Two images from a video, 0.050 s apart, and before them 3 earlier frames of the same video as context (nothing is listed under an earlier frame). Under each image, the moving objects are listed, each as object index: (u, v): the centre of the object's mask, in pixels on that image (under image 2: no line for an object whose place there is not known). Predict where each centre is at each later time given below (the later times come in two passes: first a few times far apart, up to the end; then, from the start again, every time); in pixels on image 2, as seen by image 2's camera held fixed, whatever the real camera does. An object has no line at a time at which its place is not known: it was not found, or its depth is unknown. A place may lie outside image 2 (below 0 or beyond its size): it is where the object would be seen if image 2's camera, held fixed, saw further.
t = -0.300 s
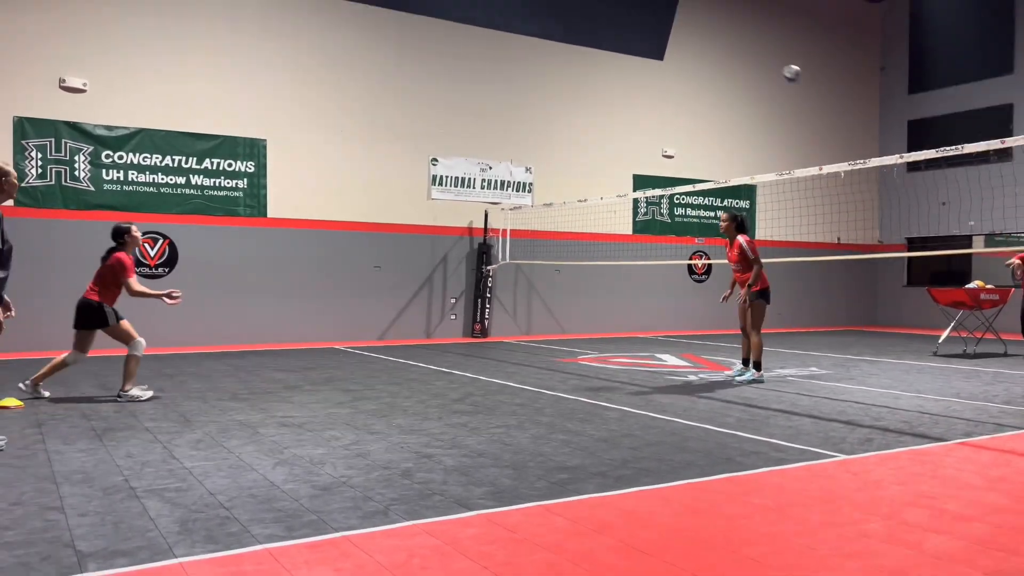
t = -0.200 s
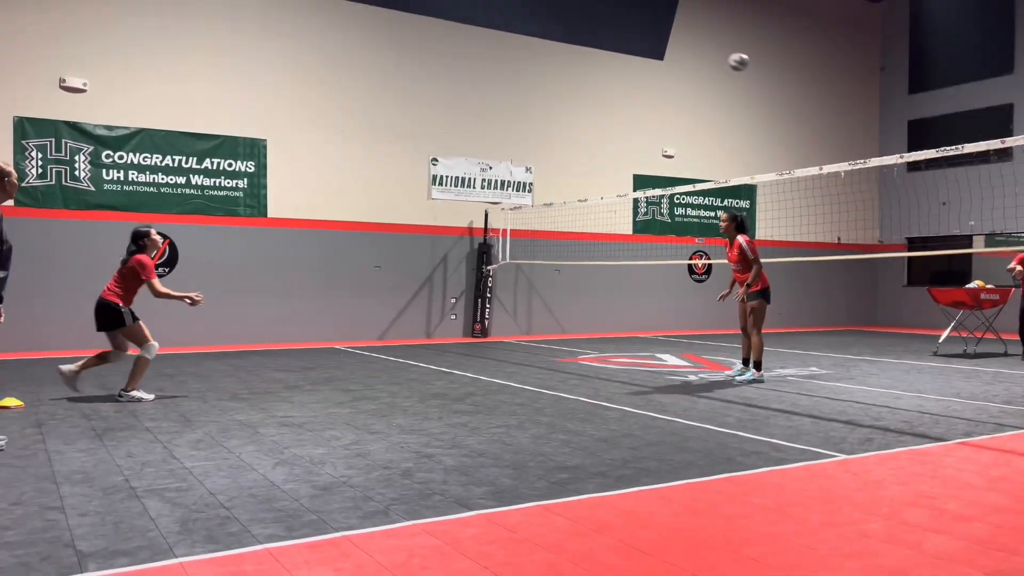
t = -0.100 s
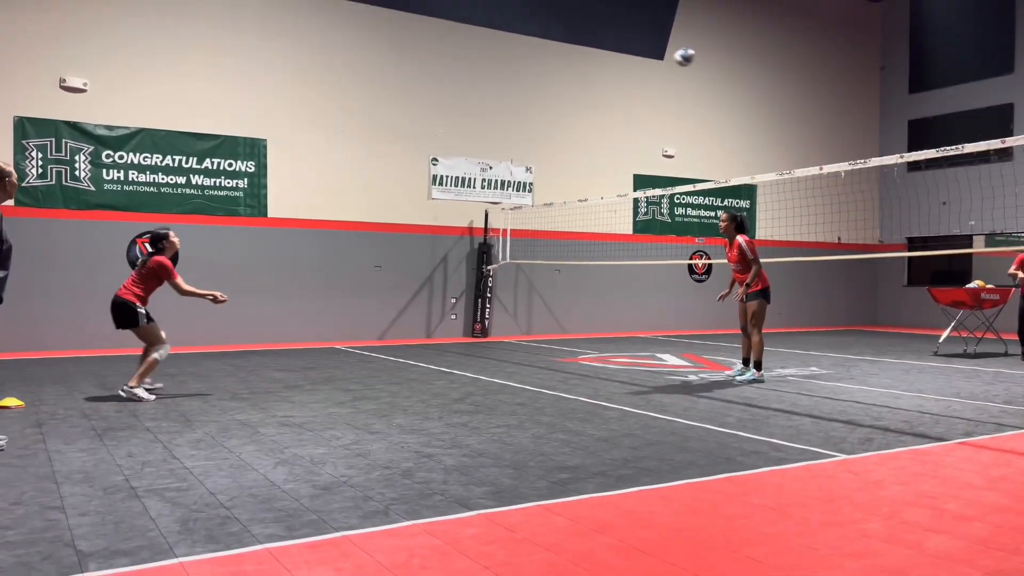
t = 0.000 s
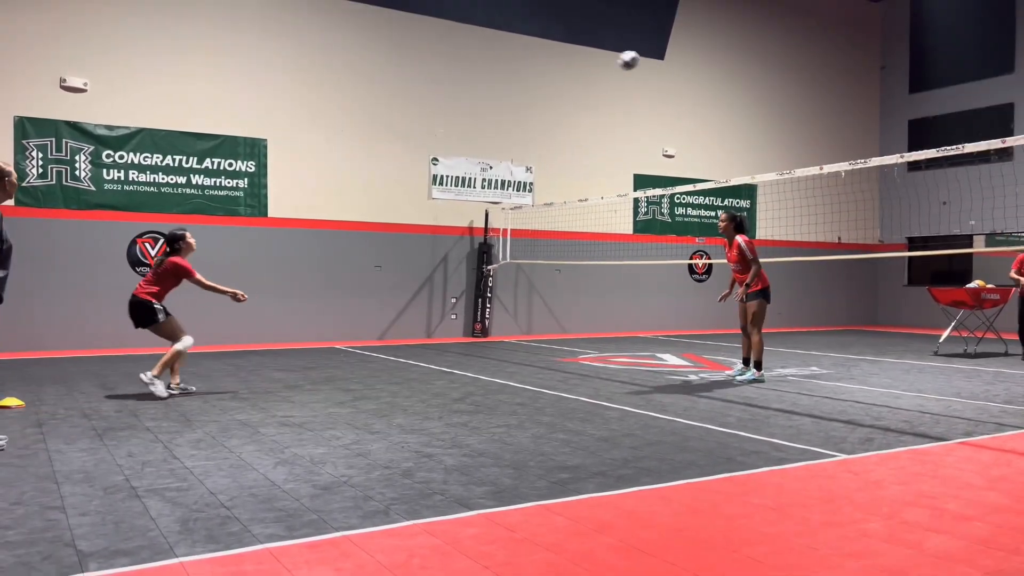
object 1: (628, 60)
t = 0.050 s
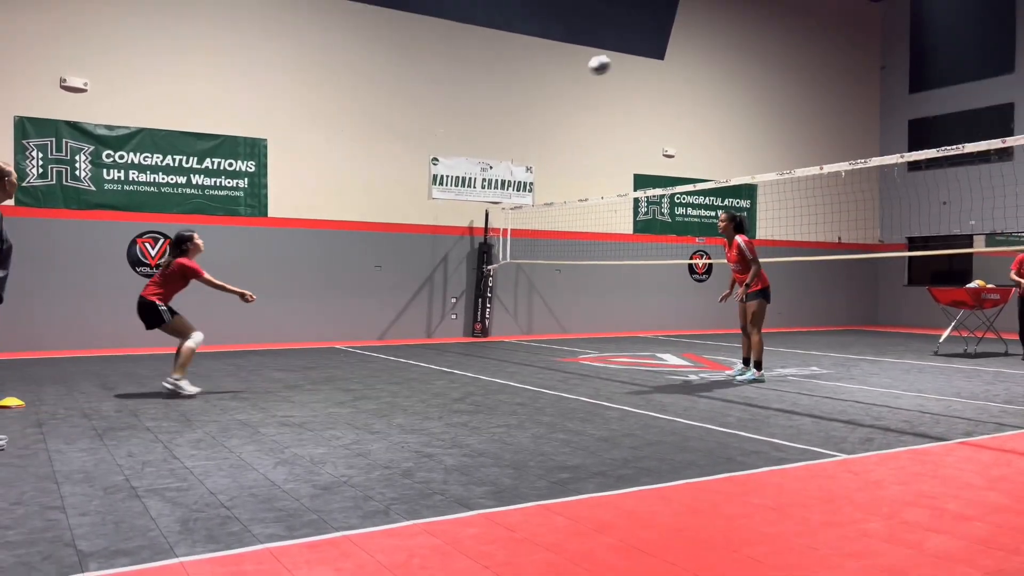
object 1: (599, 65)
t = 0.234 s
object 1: (489, 101)
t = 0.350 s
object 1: (416, 140)
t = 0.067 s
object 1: (589, 67)
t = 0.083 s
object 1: (580, 69)
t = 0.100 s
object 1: (570, 71)
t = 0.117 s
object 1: (560, 74)
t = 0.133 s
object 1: (550, 77)
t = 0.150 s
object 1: (540, 80)
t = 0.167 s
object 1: (530, 84)
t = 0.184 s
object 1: (520, 87)
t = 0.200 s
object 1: (510, 92)
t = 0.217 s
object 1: (500, 96)
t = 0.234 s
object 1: (489, 101)
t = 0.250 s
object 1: (479, 105)
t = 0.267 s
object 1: (469, 110)
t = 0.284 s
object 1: (459, 116)
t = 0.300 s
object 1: (448, 121)
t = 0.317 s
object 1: (438, 127)
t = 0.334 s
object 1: (427, 134)
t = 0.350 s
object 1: (416, 140)
